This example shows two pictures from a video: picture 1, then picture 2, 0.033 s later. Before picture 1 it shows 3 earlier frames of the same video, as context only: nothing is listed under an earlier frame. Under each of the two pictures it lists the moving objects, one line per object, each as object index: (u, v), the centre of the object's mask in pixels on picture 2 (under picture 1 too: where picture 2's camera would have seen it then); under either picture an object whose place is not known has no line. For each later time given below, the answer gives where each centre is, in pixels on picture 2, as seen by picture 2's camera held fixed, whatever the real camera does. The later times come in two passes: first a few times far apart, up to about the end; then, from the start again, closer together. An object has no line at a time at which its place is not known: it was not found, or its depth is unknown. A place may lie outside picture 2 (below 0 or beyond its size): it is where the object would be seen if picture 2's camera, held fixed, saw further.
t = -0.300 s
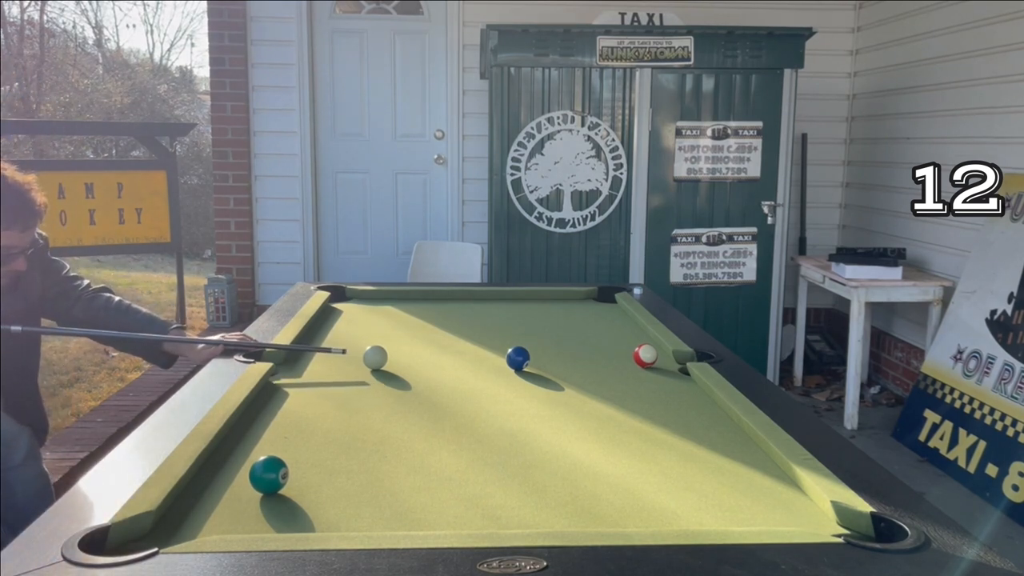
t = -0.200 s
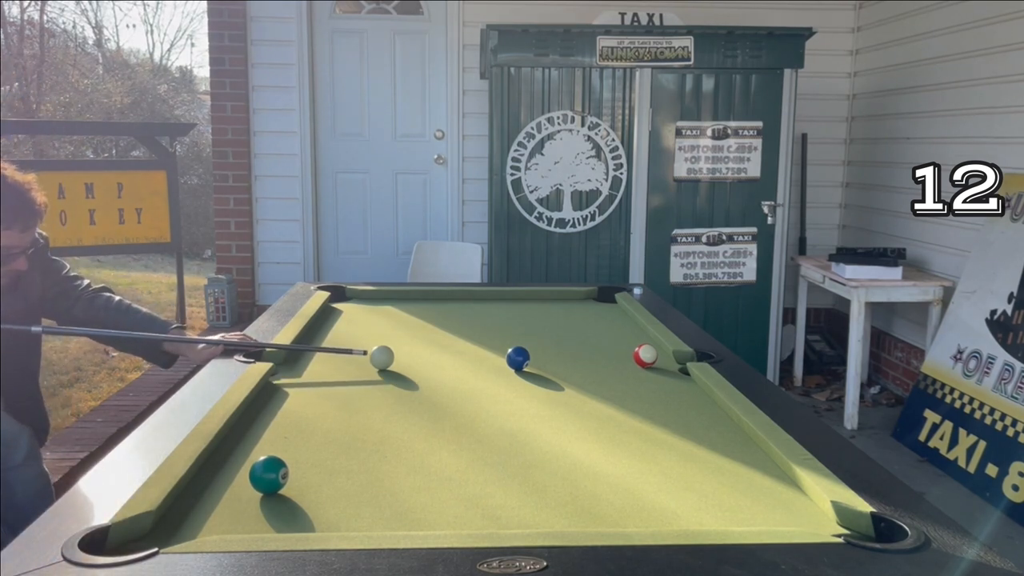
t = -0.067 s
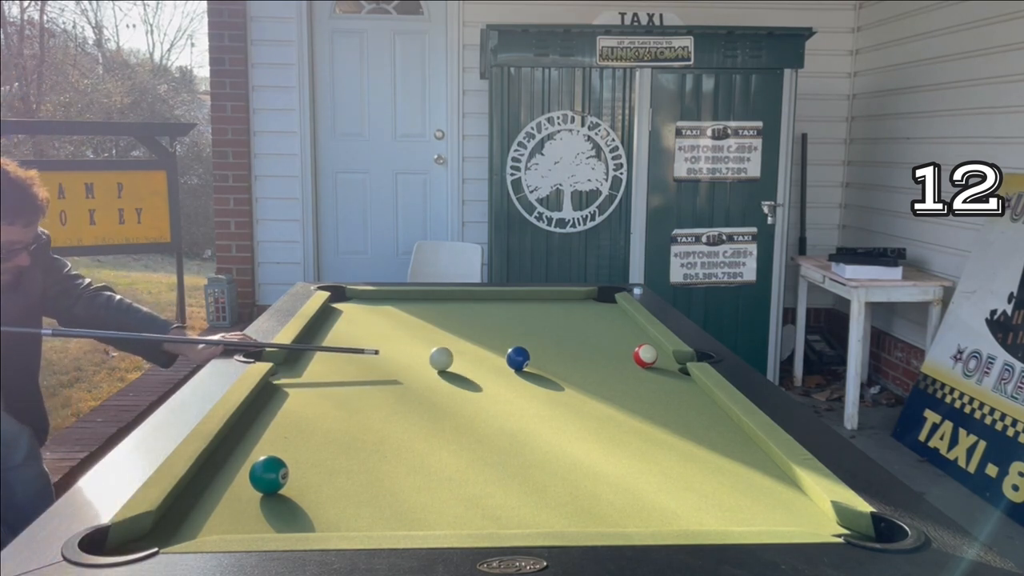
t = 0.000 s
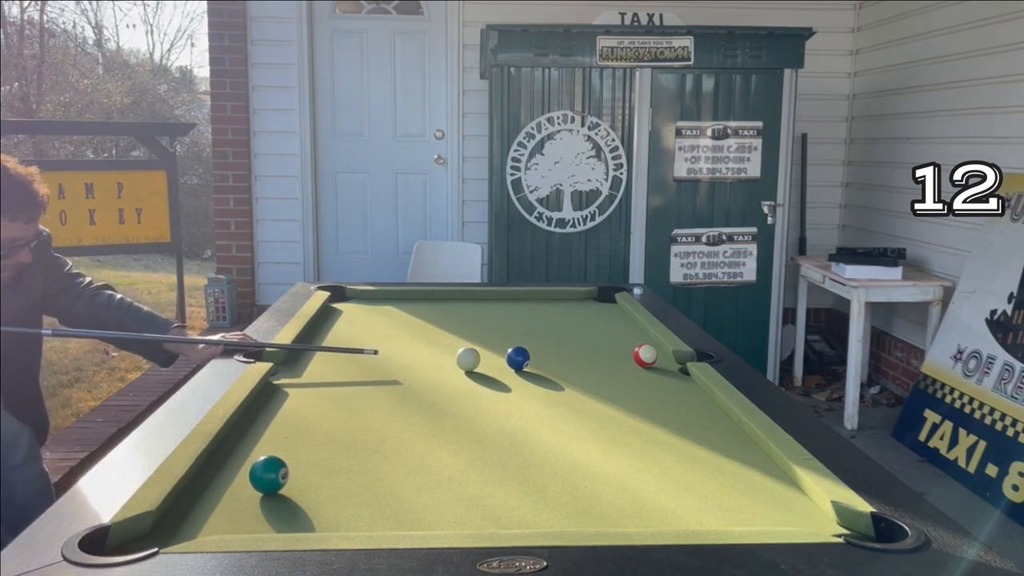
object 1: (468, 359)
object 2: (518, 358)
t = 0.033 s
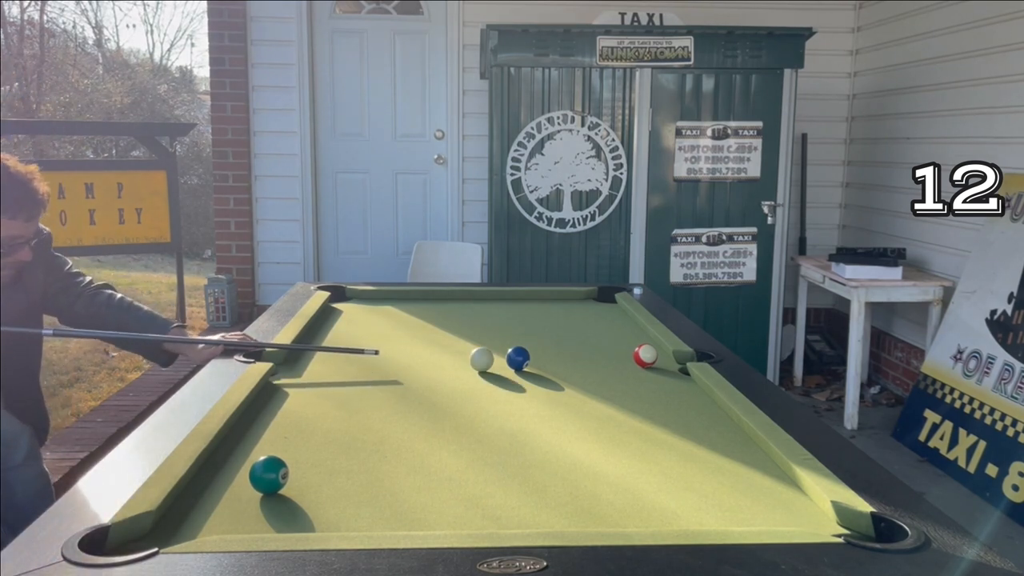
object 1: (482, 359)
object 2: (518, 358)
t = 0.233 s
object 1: (511, 363)
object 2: (567, 355)
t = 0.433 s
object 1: (538, 368)
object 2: (612, 353)
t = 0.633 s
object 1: (567, 373)
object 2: (632, 349)
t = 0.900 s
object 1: (604, 380)
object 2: (651, 344)
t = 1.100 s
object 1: (632, 385)
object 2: (644, 341)
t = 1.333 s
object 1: (664, 391)
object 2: (635, 338)
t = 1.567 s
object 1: (696, 397)
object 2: (627, 336)
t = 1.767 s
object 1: (703, 402)
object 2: (621, 334)
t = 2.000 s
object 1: (699, 406)
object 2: (614, 333)
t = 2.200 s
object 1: (695, 410)
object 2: (610, 332)
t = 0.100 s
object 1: (496, 360)
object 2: (530, 357)
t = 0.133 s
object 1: (499, 361)
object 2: (540, 357)
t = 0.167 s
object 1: (502, 362)
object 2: (550, 356)
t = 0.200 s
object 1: (507, 362)
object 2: (559, 356)
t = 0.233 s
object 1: (511, 363)
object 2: (567, 355)
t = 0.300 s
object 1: (521, 365)
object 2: (582, 355)
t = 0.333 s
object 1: (525, 366)
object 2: (589, 354)
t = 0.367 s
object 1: (529, 367)
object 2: (597, 354)
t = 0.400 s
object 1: (534, 368)
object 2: (604, 354)
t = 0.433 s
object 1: (538, 368)
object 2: (612, 353)
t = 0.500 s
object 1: (548, 370)
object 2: (622, 352)
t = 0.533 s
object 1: (552, 371)
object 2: (624, 351)
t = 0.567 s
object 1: (557, 372)
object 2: (627, 351)
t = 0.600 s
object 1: (561, 372)
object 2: (630, 350)
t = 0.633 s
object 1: (567, 373)
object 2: (632, 349)
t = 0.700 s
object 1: (576, 375)
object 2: (637, 348)
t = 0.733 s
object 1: (581, 376)
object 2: (639, 347)
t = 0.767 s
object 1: (585, 376)
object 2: (642, 346)
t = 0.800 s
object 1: (590, 377)
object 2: (644, 346)
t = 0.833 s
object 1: (595, 378)
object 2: (646, 345)
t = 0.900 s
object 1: (604, 380)
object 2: (651, 344)
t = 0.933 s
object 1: (609, 380)
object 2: (651, 343)
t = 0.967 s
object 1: (613, 381)
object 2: (649, 343)
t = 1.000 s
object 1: (618, 382)
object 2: (648, 342)
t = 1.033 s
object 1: (623, 383)
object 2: (647, 342)
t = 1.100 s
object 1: (632, 385)
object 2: (644, 341)
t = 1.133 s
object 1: (636, 386)
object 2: (642, 340)
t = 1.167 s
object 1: (641, 386)
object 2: (641, 340)
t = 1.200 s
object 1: (646, 387)
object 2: (640, 340)
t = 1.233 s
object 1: (650, 388)
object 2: (638, 339)
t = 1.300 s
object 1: (660, 390)
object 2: (636, 339)
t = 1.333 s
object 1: (664, 391)
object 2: (635, 338)
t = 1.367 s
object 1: (669, 392)
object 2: (633, 338)
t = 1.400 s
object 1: (674, 393)
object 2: (632, 337)
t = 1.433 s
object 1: (678, 394)
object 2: (631, 337)
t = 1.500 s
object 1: (687, 395)
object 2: (629, 337)
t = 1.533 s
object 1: (692, 396)
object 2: (628, 336)
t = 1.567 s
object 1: (696, 397)
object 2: (627, 336)
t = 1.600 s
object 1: (701, 398)
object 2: (626, 336)
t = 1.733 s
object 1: (704, 401)
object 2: (622, 334)
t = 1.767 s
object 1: (703, 402)
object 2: (621, 334)
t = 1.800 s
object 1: (702, 402)
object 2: (620, 334)
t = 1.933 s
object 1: (700, 405)
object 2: (616, 333)
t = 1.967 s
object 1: (699, 405)
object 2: (615, 333)
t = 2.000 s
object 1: (699, 406)
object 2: (614, 333)
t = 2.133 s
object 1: (696, 408)
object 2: (611, 332)
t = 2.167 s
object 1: (696, 409)
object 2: (611, 332)
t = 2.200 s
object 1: (695, 410)
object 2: (610, 332)
